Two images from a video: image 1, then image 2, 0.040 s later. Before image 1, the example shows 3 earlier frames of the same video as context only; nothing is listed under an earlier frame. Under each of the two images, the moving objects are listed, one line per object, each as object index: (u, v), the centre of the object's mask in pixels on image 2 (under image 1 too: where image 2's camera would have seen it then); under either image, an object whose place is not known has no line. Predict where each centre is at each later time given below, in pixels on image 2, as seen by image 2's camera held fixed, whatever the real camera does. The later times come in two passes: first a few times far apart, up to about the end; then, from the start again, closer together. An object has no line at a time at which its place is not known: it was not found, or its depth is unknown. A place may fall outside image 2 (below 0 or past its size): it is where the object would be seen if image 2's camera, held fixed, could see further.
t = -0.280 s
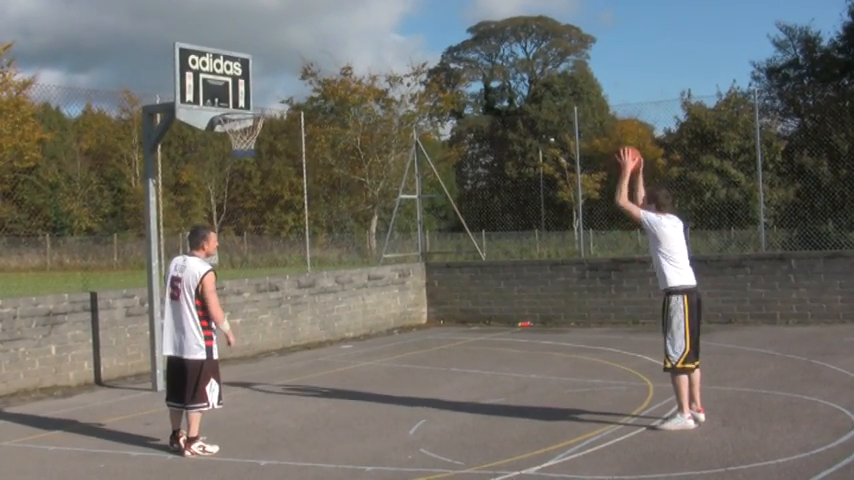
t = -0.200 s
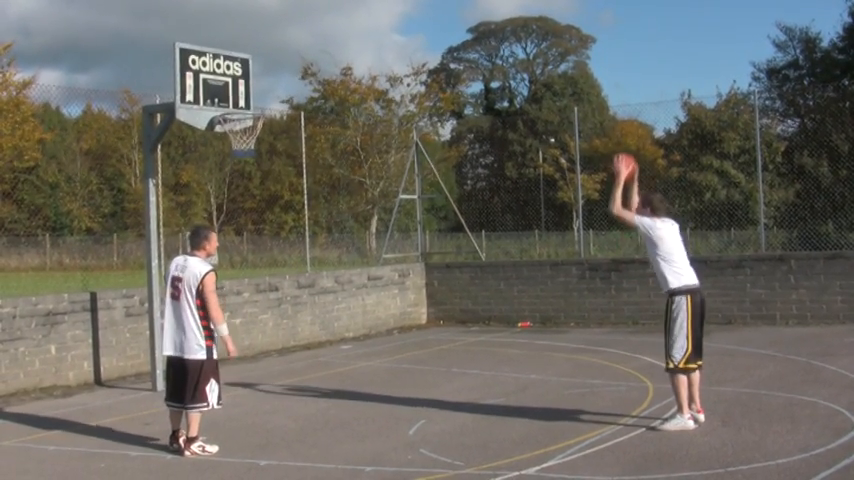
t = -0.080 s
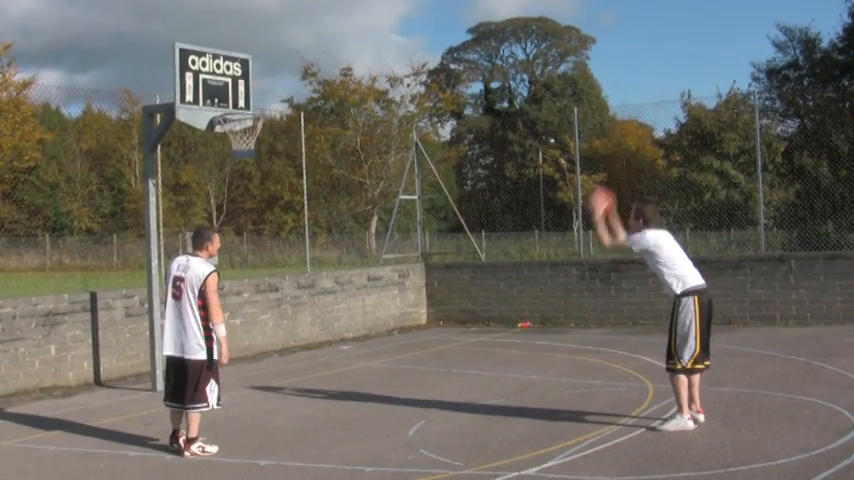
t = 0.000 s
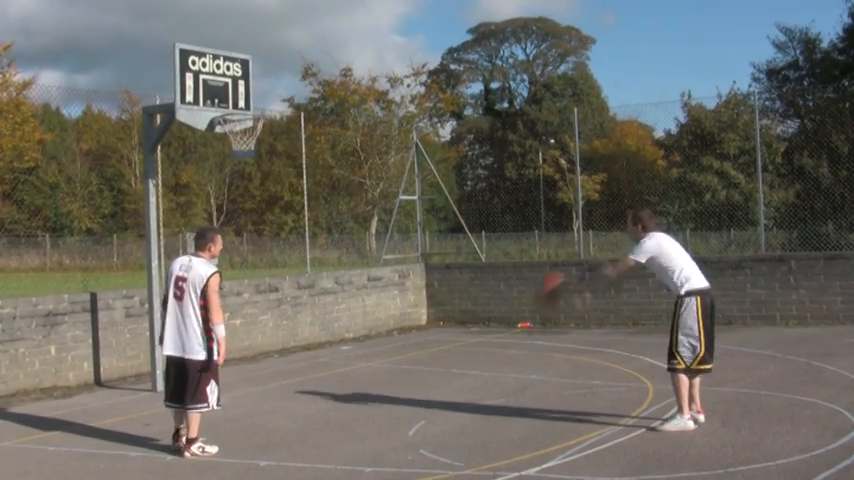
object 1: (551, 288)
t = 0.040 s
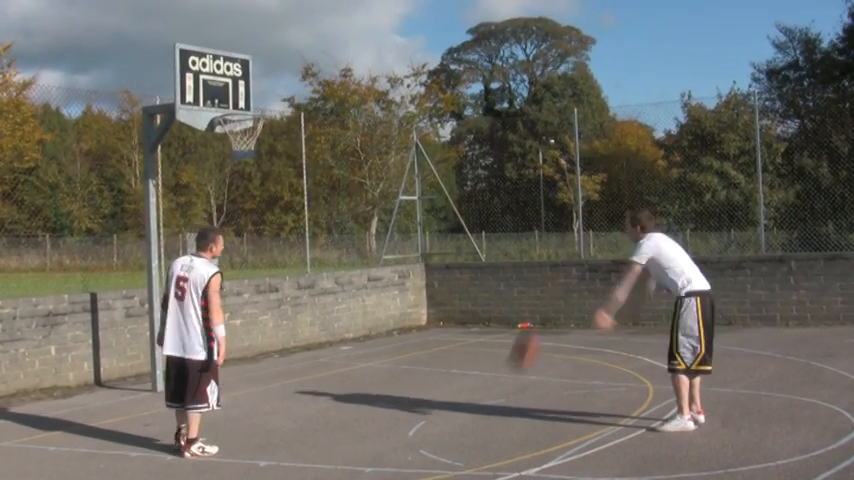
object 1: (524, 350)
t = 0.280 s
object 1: (447, 240)
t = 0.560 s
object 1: (375, 86)
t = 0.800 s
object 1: (321, 28)
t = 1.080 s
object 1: (267, 32)
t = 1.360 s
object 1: (231, 95)
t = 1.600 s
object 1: (260, 133)
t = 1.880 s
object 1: (249, 176)
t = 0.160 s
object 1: (478, 337)
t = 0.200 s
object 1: (468, 302)
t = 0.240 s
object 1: (458, 270)
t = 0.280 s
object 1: (447, 240)
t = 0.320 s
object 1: (436, 212)
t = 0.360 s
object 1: (426, 186)
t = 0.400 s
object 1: (415, 163)
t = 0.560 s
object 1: (375, 86)
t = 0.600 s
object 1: (366, 73)
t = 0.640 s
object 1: (356, 60)
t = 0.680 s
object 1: (346, 49)
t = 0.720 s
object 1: (338, 40)
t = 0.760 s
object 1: (329, 33)
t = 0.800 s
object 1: (321, 28)
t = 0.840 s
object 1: (313, 23)
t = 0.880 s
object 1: (305, 21)
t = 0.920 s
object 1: (297, 20)
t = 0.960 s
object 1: (290, 21)
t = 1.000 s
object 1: (282, 23)
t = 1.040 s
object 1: (275, 27)
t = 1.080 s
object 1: (267, 32)
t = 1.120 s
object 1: (260, 38)
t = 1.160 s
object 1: (254, 46)
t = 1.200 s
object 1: (247, 54)
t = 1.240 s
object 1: (241, 66)
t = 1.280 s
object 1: (234, 76)
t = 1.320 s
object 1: (228, 90)
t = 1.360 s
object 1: (231, 95)
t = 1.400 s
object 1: (237, 100)
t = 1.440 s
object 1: (243, 105)
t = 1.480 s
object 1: (250, 116)
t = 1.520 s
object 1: (255, 127)
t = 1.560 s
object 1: (259, 134)
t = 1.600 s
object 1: (260, 133)
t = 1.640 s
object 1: (259, 137)
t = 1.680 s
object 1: (257, 143)
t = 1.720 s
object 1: (254, 148)
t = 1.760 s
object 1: (254, 153)
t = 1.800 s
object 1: (253, 159)
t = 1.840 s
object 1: (251, 167)
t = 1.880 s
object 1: (249, 176)
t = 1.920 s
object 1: (247, 188)
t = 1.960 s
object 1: (246, 201)
